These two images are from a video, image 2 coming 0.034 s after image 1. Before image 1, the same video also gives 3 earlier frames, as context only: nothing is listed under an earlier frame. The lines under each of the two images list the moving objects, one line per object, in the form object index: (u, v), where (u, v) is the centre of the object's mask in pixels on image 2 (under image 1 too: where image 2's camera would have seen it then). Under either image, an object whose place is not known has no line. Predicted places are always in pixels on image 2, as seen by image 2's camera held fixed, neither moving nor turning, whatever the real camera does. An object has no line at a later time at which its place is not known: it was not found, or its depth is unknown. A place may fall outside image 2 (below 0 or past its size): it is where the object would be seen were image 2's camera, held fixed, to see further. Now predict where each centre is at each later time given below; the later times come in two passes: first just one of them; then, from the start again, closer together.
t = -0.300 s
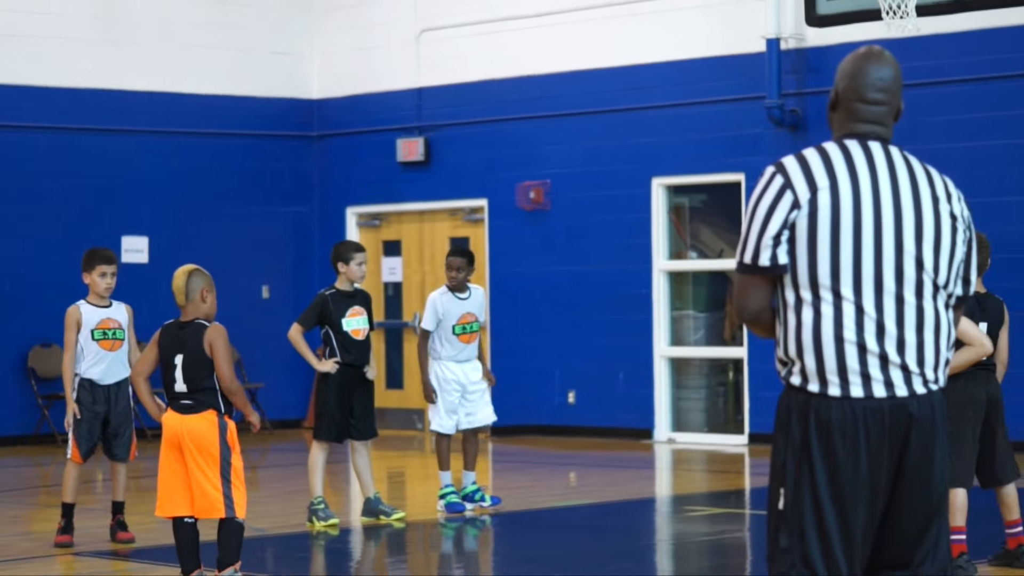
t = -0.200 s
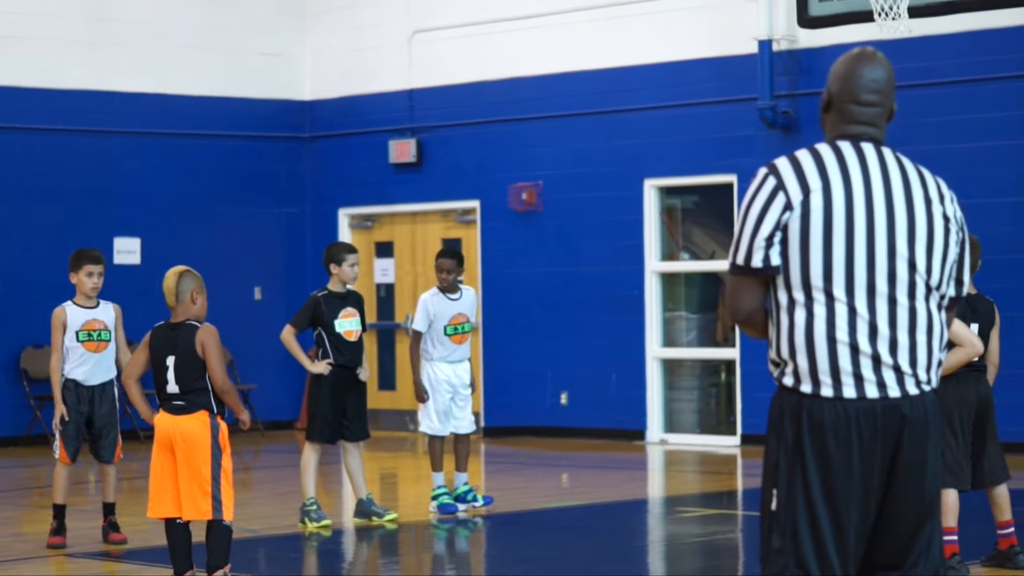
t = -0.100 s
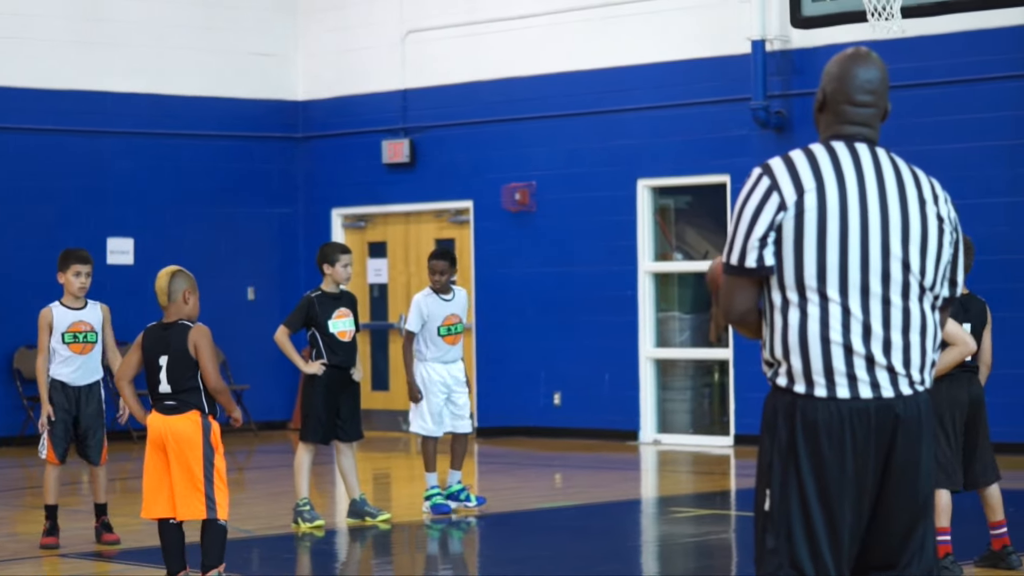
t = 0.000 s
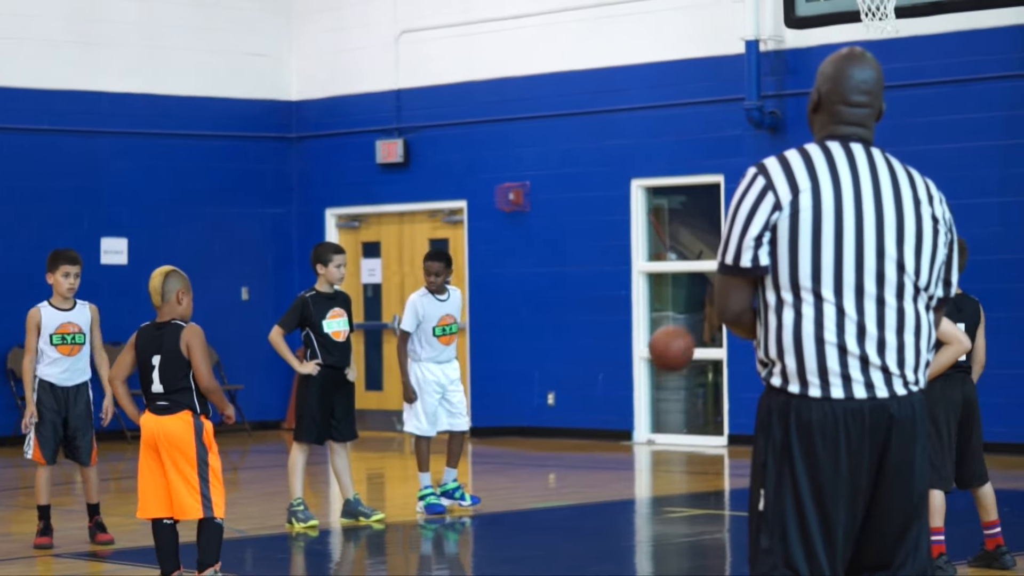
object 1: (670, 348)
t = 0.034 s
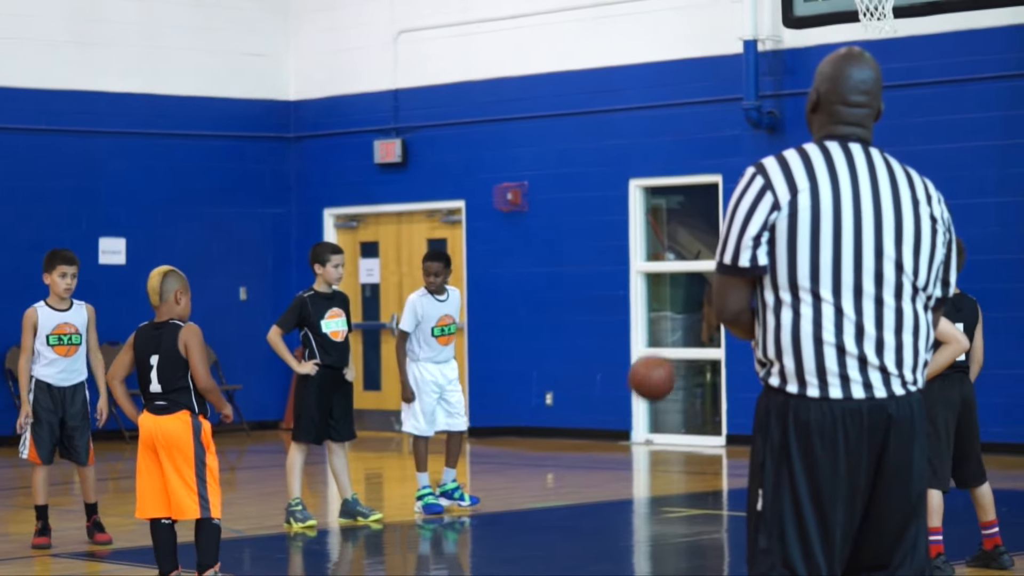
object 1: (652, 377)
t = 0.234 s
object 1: (545, 474)
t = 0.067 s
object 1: (633, 409)
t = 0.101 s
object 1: (614, 445)
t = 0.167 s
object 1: (578, 525)
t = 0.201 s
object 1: (561, 501)
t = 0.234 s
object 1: (545, 474)
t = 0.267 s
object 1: (528, 449)
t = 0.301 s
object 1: (512, 425)
